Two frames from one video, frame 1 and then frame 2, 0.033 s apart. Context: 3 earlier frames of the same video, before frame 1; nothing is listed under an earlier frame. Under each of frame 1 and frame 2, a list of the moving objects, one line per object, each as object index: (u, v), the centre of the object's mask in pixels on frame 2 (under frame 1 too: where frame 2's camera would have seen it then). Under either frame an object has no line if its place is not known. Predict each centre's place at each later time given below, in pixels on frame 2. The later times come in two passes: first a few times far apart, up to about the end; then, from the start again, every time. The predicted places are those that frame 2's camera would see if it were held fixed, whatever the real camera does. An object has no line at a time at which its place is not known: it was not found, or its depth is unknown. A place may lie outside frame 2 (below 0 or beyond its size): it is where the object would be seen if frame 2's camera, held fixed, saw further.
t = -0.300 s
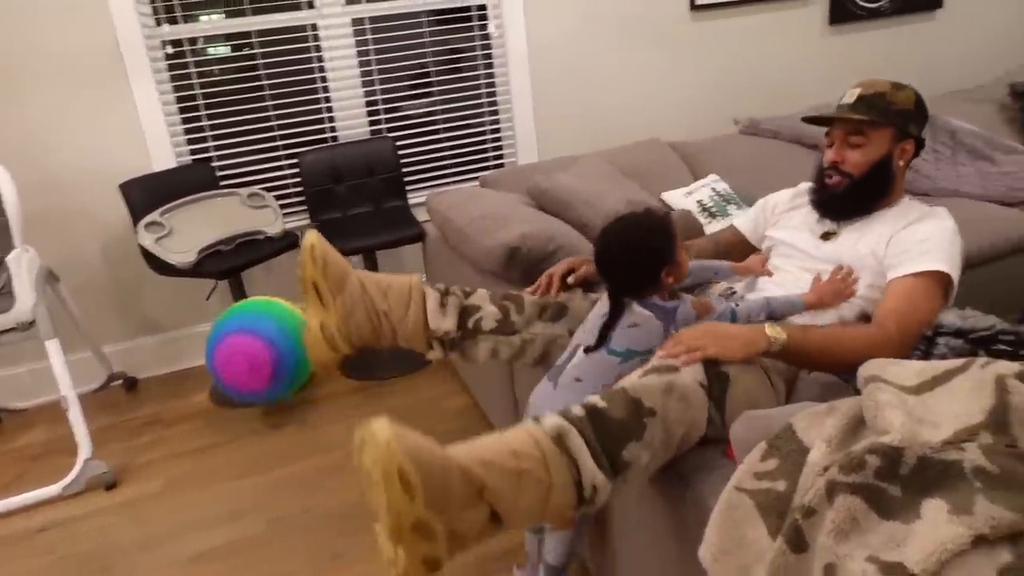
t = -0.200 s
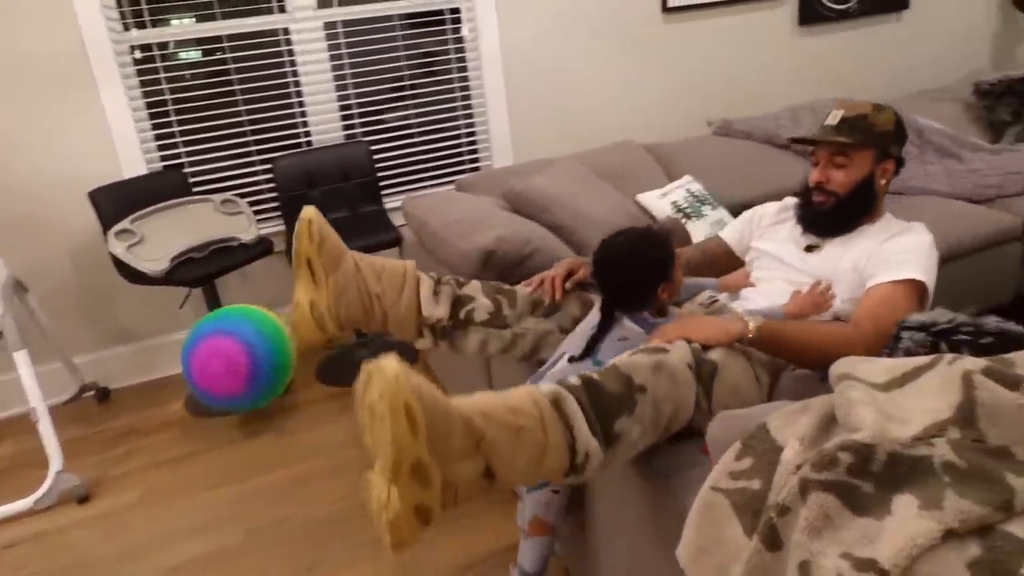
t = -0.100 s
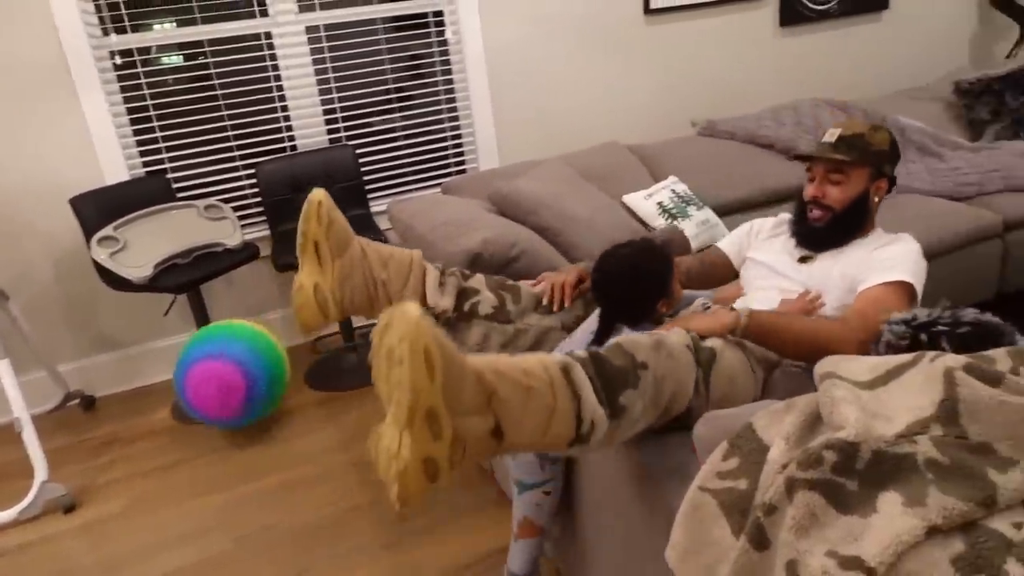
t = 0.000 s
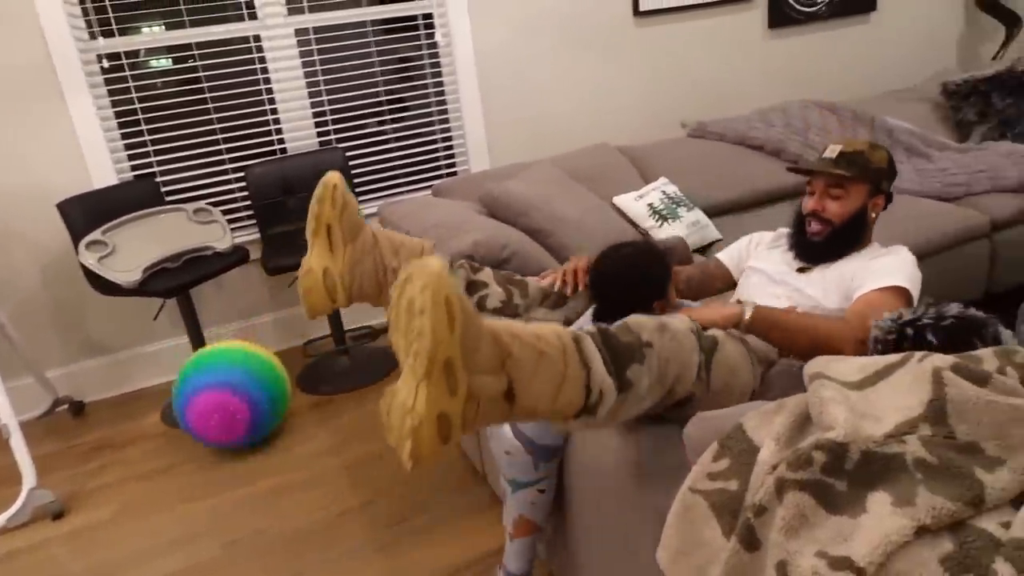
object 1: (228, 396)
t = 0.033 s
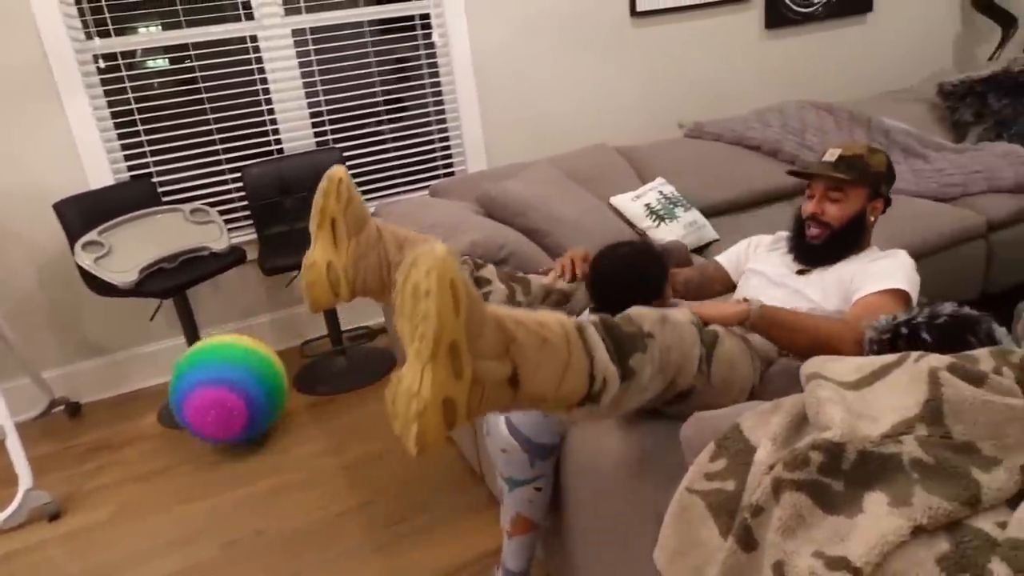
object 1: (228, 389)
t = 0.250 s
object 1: (241, 397)
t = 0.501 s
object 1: (251, 395)
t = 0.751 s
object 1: (261, 400)
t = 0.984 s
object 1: (269, 406)
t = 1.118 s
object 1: (276, 422)
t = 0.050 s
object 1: (228, 387)
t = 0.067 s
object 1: (228, 385)
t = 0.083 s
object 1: (229, 383)
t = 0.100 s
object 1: (229, 382)
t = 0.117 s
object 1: (230, 382)
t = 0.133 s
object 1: (231, 382)
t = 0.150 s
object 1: (231, 382)
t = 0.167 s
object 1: (233, 384)
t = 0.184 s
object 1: (234, 385)
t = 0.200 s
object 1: (235, 387)
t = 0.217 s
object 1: (237, 390)
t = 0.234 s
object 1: (239, 393)
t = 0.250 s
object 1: (241, 397)
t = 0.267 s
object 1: (244, 402)
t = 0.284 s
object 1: (245, 405)
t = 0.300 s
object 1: (245, 404)
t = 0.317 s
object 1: (246, 402)
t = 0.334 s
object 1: (246, 400)
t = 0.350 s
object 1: (245, 396)
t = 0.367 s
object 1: (245, 394)
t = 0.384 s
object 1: (245, 393)
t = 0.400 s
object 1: (246, 391)
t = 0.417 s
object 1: (246, 390)
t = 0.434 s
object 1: (247, 390)
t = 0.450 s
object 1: (248, 391)
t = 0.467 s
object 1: (249, 391)
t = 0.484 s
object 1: (250, 393)
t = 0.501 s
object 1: (251, 395)
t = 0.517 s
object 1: (252, 398)
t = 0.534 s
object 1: (254, 402)
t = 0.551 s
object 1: (256, 406)
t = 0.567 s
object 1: (257, 409)
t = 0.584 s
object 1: (258, 410)
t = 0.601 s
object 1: (258, 408)
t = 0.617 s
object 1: (258, 405)
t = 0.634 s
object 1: (258, 403)
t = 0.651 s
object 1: (257, 400)
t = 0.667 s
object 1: (258, 399)
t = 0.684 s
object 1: (258, 398)
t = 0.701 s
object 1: (258, 398)
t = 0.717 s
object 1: (259, 398)
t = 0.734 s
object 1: (260, 399)
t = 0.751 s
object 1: (261, 400)
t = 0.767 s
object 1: (261, 401)
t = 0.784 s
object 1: (262, 404)
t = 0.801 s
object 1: (264, 406)
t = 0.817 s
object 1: (266, 410)
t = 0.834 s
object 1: (267, 413)
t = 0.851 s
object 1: (268, 416)
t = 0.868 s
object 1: (268, 415)
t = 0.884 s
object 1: (268, 413)
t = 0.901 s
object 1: (268, 410)
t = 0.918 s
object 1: (268, 408)
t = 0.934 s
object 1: (268, 407)
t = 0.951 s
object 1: (268, 406)
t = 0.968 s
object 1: (268, 405)
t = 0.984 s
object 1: (269, 406)
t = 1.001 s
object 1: (269, 406)
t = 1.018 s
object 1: (269, 407)
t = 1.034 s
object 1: (270, 409)
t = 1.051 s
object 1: (271, 411)
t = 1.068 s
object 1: (272, 414)
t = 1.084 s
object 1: (274, 418)
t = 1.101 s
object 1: (275, 421)
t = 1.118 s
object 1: (276, 422)
